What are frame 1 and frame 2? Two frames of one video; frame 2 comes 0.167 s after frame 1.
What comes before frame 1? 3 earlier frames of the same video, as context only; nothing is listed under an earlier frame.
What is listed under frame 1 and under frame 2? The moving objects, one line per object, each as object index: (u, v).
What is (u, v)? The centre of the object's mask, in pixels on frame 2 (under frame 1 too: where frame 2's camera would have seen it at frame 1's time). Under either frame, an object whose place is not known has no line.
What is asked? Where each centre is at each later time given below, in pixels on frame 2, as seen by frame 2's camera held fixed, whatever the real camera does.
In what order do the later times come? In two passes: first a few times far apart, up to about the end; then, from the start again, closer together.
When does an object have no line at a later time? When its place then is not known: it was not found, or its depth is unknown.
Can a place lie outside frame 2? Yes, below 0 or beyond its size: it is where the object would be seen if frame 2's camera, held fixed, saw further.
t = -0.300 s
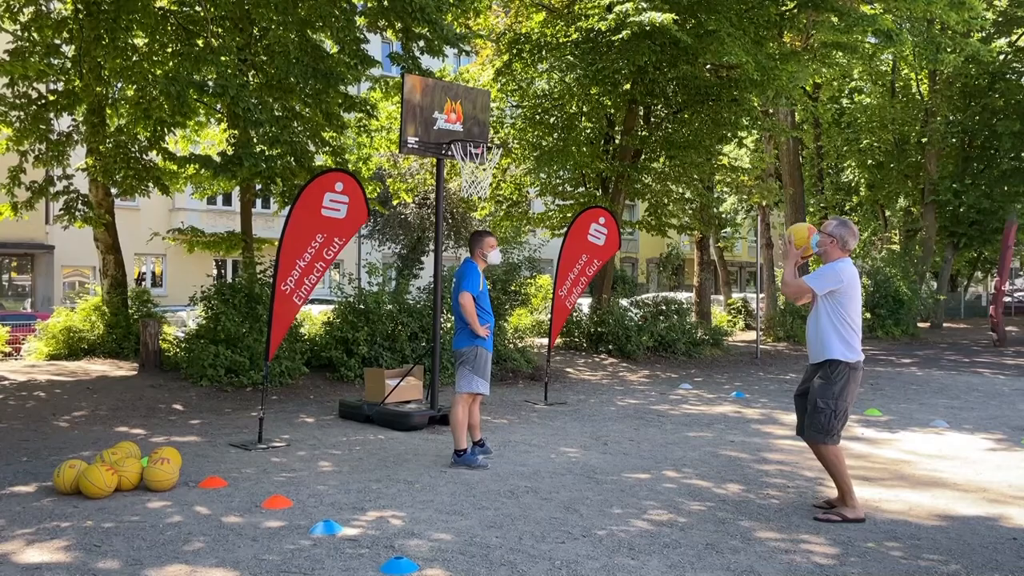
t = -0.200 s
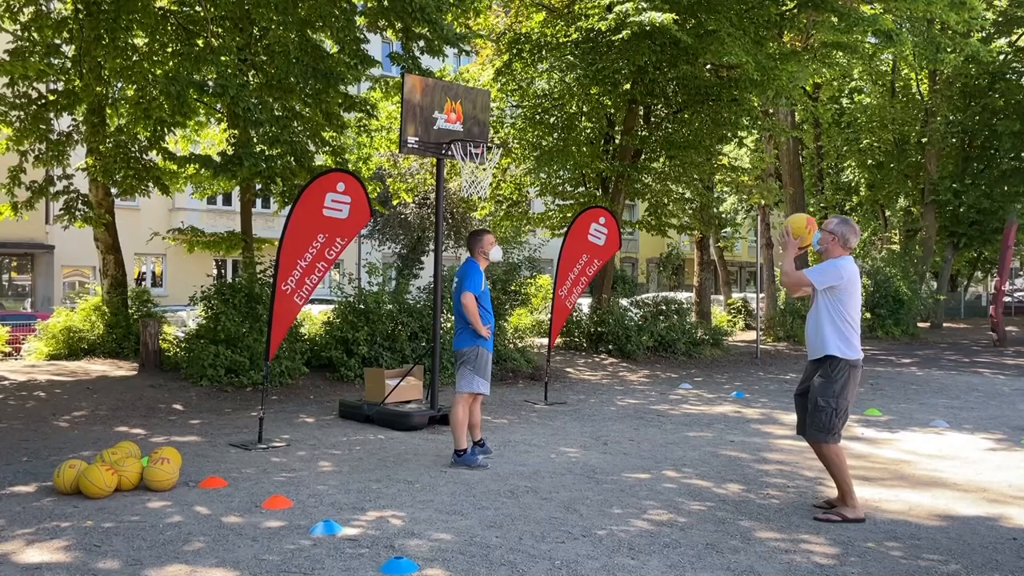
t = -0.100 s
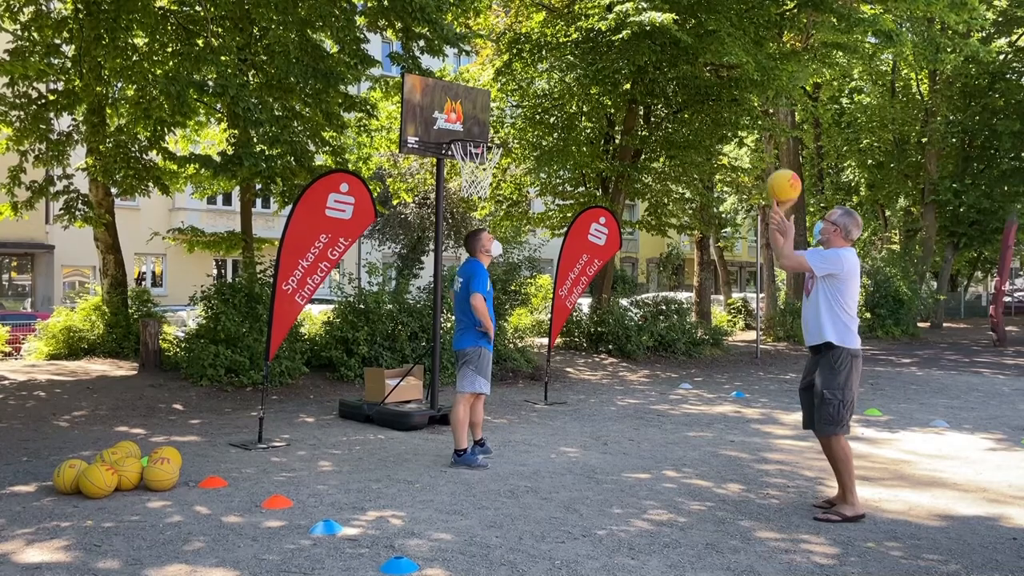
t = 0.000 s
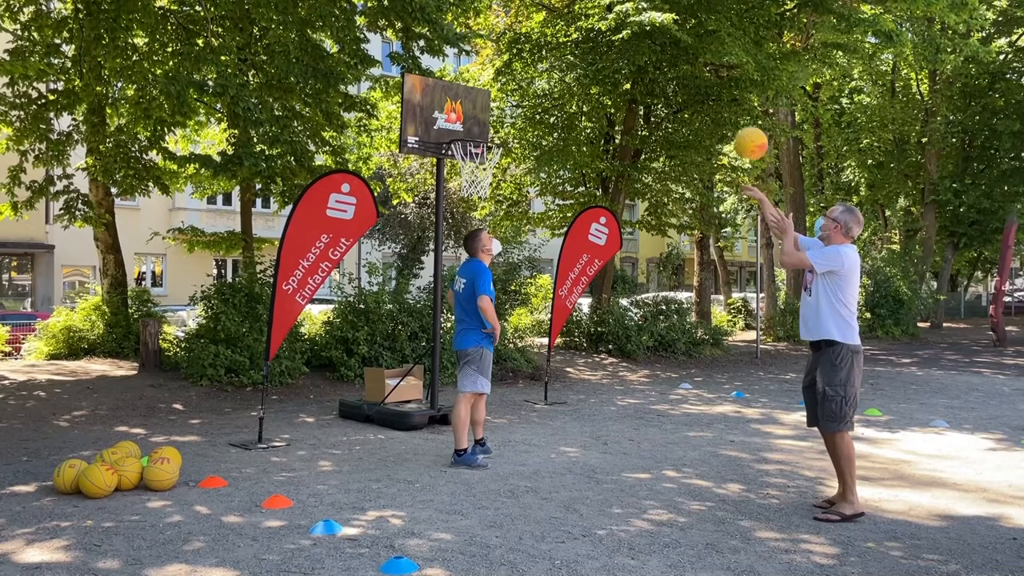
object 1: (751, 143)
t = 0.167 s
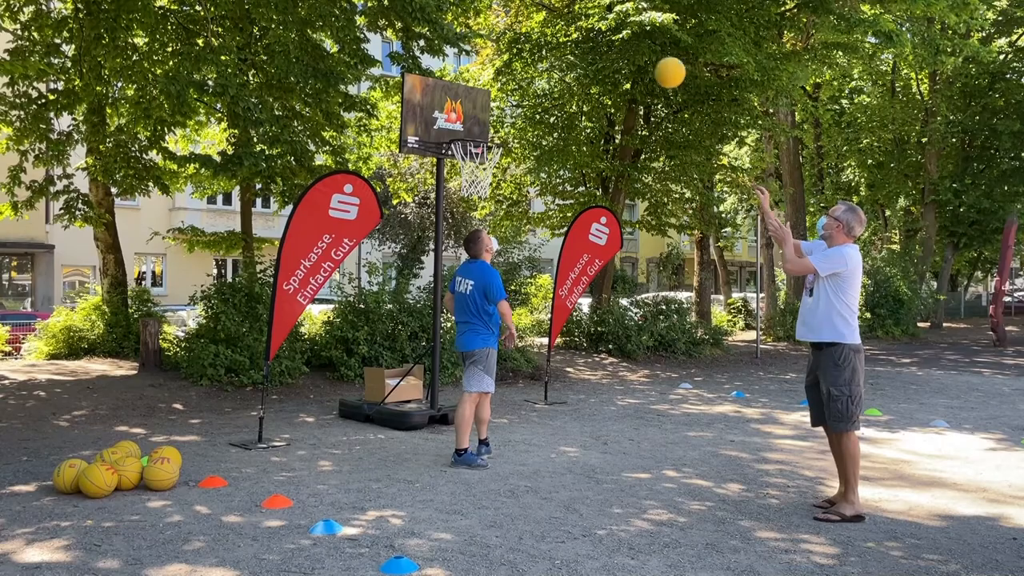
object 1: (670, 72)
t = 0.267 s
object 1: (627, 54)
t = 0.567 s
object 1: (523, 75)
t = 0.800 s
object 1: (466, 123)
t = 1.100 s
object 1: (504, 105)
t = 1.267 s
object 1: (528, 137)
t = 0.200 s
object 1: (655, 65)
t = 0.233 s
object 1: (641, 58)
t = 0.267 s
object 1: (627, 54)
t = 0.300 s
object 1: (614, 51)
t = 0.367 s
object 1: (589, 49)
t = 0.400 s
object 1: (577, 50)
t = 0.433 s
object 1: (565, 52)
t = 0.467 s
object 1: (554, 56)
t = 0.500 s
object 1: (543, 61)
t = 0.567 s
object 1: (523, 75)
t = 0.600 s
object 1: (512, 84)
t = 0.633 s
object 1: (503, 94)
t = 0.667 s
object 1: (493, 104)
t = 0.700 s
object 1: (484, 115)
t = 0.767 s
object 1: (468, 131)
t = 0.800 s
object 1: (466, 123)
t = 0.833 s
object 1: (471, 117)
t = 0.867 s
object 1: (475, 111)
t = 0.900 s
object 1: (479, 106)
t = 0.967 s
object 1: (488, 100)
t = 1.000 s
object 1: (492, 100)
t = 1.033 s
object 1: (496, 100)
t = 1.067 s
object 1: (501, 102)
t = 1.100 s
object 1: (504, 105)
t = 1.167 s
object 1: (514, 115)
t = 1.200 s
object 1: (518, 120)
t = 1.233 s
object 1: (523, 128)
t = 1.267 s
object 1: (528, 137)
